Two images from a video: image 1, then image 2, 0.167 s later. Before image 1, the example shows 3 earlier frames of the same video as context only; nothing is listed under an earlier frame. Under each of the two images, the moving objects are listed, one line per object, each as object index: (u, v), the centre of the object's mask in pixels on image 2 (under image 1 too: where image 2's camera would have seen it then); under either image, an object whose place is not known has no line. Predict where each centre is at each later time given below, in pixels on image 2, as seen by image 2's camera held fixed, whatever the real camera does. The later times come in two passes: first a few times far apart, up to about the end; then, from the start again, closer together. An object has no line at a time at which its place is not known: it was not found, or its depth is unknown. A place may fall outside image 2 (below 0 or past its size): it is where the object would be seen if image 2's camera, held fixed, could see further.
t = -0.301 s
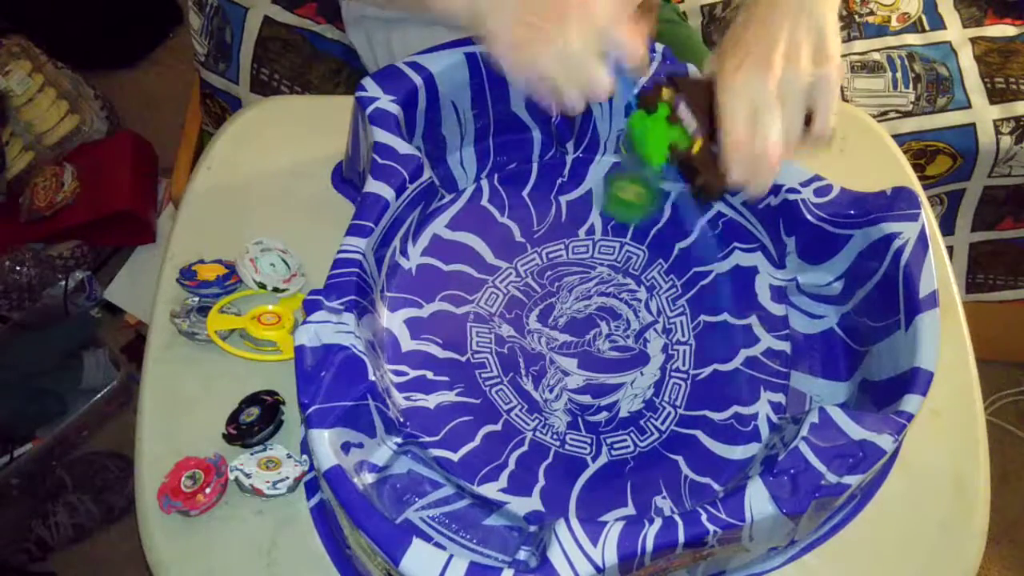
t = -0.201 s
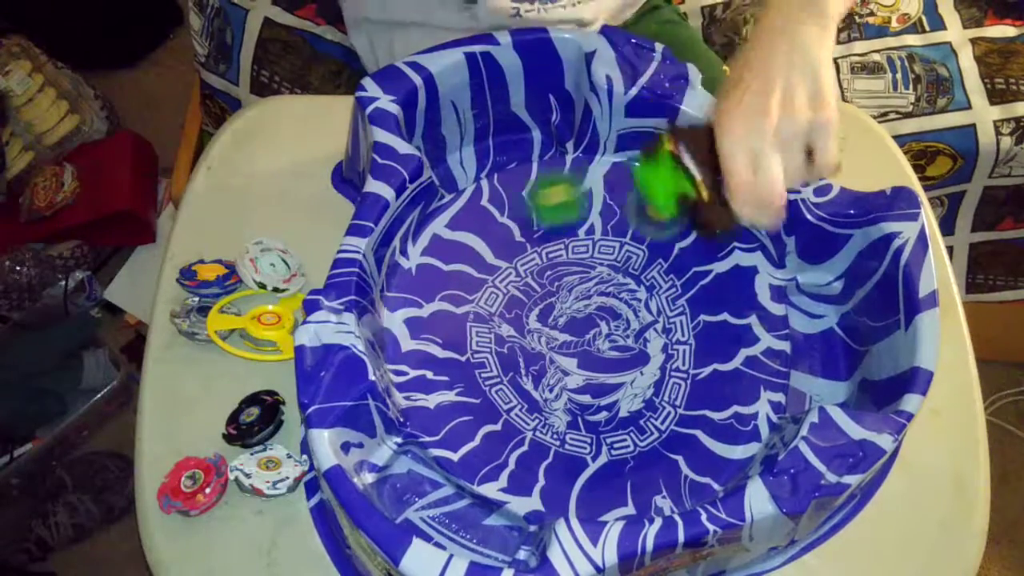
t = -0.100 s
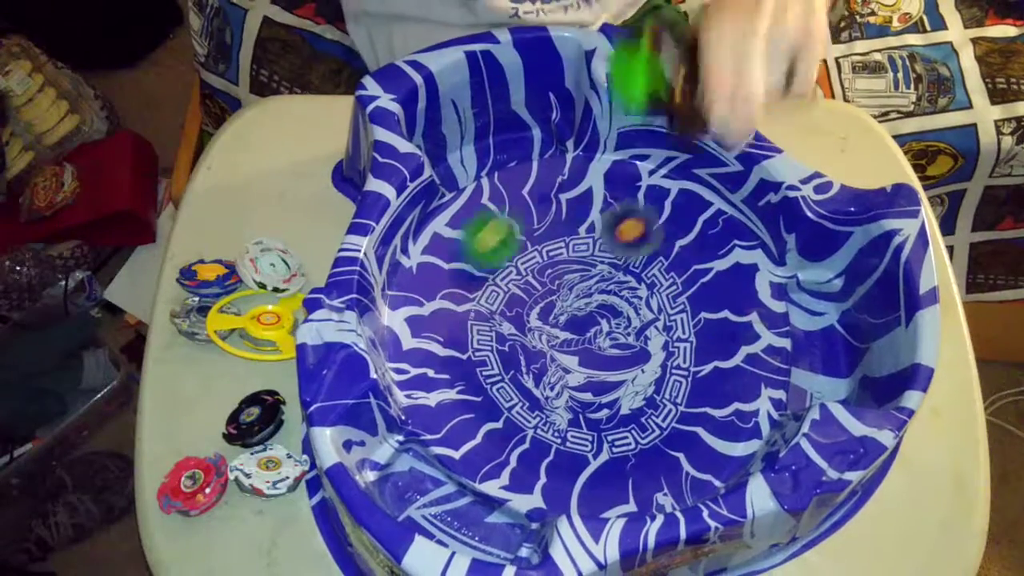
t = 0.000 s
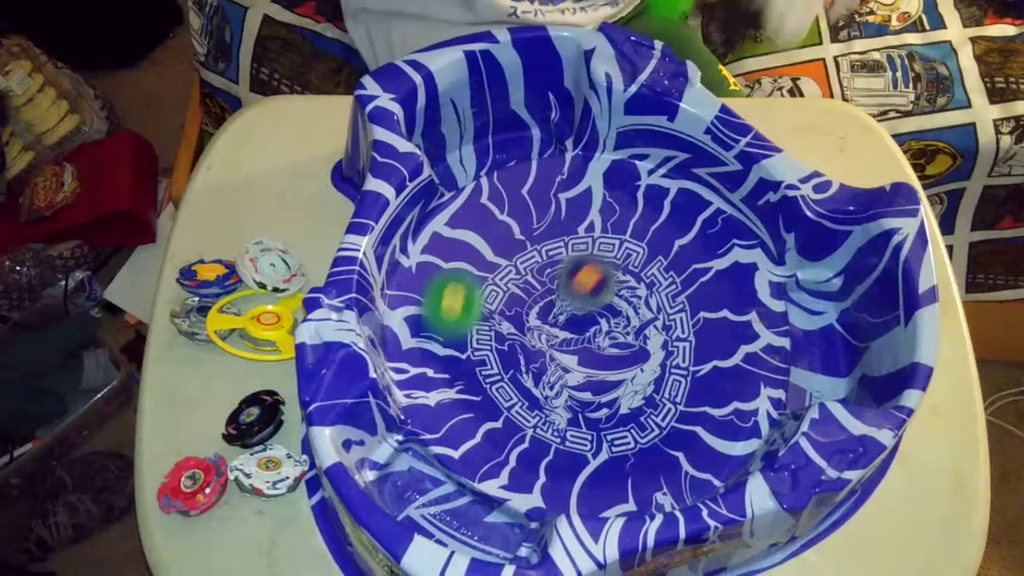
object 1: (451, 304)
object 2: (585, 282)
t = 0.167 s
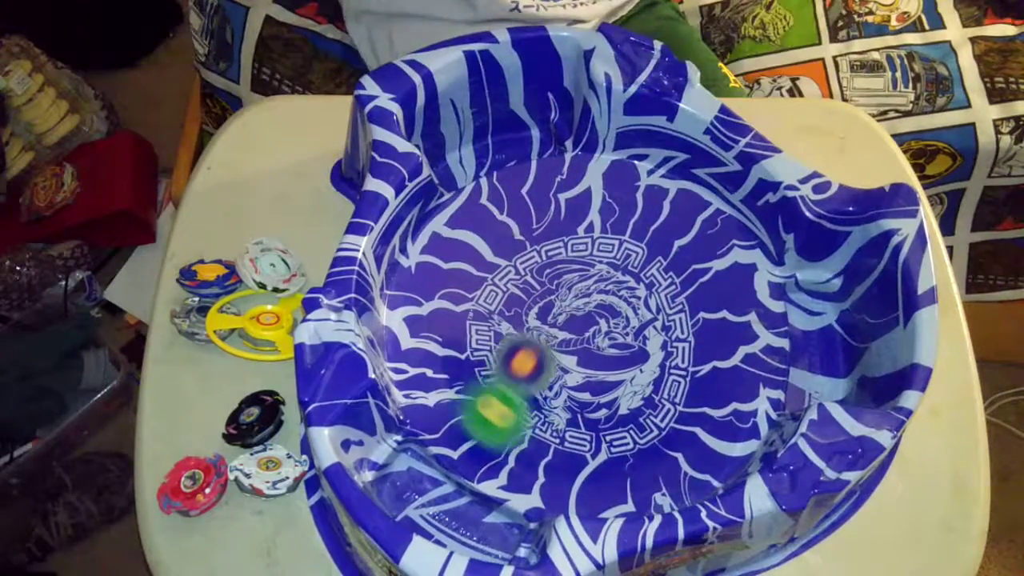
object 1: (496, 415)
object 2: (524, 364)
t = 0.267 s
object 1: (571, 455)
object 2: (517, 379)
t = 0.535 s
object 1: (716, 360)
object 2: (579, 305)
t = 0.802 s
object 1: (704, 241)
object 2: (550, 219)
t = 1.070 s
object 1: (569, 233)
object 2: (526, 308)
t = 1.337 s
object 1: (520, 370)
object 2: (631, 418)
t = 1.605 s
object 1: (583, 405)
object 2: (662, 348)
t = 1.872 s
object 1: (615, 351)
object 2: (572, 261)
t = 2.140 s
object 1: (527, 345)
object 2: (543, 281)
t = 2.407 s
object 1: (523, 390)
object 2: (598, 331)
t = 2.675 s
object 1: (538, 356)
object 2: (708, 325)
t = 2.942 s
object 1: (522, 316)
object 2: (606, 300)
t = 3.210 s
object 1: (463, 294)
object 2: (598, 320)
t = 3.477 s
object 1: (504, 317)
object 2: (590, 320)
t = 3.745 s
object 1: (516, 303)
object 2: (695, 309)
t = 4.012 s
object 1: (549, 291)
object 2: (614, 324)
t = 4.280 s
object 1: (556, 269)
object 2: (570, 379)
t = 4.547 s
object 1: (591, 283)
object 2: (583, 353)
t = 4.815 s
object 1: (648, 254)
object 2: (556, 404)
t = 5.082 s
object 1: (627, 289)
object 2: (583, 347)
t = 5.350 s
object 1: (713, 234)
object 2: (410, 476)
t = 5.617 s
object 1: (651, 285)
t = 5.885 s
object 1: (584, 344)
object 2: (495, 299)
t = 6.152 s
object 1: (549, 377)
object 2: (607, 236)
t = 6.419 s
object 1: (534, 371)
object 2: (653, 296)
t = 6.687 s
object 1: (528, 338)
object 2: (605, 350)
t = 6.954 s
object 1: (543, 300)
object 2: (615, 380)
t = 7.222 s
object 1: (571, 281)
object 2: (629, 388)
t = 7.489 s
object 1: (609, 285)
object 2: (591, 350)
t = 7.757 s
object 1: (635, 308)
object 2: (543, 314)
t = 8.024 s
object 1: (637, 343)
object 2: (525, 288)
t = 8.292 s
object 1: (611, 370)
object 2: (564, 298)
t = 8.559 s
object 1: (571, 373)
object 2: (620, 309)
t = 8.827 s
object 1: (543, 352)
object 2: (649, 319)
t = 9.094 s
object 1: (534, 318)
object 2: (608, 329)
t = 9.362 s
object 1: (556, 289)
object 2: (587, 379)
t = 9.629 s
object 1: (600, 282)
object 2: (592, 383)
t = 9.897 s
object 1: (630, 304)
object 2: (569, 339)
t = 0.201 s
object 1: (518, 429)
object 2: (519, 369)
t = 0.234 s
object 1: (544, 447)
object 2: (516, 378)
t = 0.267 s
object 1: (571, 455)
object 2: (517, 379)
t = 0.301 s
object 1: (599, 459)
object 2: (518, 379)
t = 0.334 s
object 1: (626, 455)
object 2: (524, 373)
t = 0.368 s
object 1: (649, 449)
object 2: (530, 367)
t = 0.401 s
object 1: (671, 437)
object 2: (536, 357)
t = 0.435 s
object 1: (689, 421)
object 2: (549, 343)
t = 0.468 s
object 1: (703, 401)
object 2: (557, 330)
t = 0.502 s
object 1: (711, 380)
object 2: (568, 318)
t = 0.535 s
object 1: (716, 360)
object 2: (579, 305)
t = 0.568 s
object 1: (715, 337)
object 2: (590, 292)
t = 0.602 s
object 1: (713, 315)
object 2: (605, 280)
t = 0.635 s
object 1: (706, 294)
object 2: (618, 270)
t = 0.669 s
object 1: (695, 274)
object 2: (627, 260)
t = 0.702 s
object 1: (704, 264)
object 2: (610, 246)
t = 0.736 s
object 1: (710, 257)
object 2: (586, 231)
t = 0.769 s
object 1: (710, 247)
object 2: (568, 224)
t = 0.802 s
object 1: (704, 241)
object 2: (550, 219)
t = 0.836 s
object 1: (695, 233)
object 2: (533, 218)
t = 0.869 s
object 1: (683, 228)
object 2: (520, 222)
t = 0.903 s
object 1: (669, 222)
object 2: (510, 230)
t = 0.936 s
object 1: (651, 218)
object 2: (505, 240)
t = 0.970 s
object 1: (632, 216)
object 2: (504, 252)
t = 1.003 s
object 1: (611, 218)
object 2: (508, 268)
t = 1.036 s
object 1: (589, 224)
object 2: (515, 289)
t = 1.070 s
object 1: (569, 233)
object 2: (526, 308)
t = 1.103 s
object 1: (550, 246)
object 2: (538, 327)
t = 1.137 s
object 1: (537, 262)
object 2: (554, 344)
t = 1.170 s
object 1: (524, 281)
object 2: (569, 364)
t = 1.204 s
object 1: (515, 300)
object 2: (584, 382)
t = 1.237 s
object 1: (511, 318)
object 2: (600, 398)
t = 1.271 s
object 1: (511, 337)
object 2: (610, 406)
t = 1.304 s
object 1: (514, 354)
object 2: (622, 414)
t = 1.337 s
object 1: (520, 370)
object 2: (631, 418)
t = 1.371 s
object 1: (532, 384)
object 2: (635, 418)
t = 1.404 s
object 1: (545, 398)
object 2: (637, 416)
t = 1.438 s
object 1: (561, 408)
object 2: (638, 410)
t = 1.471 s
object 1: (568, 412)
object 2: (643, 403)
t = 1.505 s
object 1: (569, 413)
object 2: (654, 390)
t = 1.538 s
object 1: (570, 412)
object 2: (660, 378)
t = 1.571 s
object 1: (575, 409)
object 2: (664, 363)
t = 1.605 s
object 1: (583, 405)
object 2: (662, 348)
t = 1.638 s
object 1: (591, 401)
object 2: (656, 334)
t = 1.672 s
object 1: (599, 394)
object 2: (646, 320)
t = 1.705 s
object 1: (607, 386)
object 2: (636, 308)
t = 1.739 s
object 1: (615, 380)
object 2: (625, 296)
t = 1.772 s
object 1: (618, 370)
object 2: (612, 285)
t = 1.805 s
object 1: (620, 363)
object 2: (599, 275)
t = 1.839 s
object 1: (618, 356)
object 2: (585, 268)
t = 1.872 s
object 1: (615, 351)
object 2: (572, 261)
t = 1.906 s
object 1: (607, 345)
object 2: (562, 258)
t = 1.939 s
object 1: (598, 342)
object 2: (553, 259)
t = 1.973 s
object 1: (587, 338)
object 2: (545, 262)
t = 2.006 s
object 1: (576, 336)
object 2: (540, 267)
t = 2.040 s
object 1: (563, 336)
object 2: (539, 276)
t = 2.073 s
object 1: (551, 339)
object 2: (538, 279)
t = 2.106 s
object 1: (539, 343)
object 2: (540, 279)
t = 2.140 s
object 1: (527, 345)
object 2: (543, 281)
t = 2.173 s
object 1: (519, 347)
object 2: (548, 285)
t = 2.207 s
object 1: (510, 353)
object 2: (556, 289)
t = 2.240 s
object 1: (505, 358)
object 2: (563, 296)
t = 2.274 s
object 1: (502, 365)
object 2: (570, 302)
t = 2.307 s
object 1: (501, 373)
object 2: (578, 308)
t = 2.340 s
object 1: (505, 380)
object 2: (585, 315)
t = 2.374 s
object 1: (513, 387)
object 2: (592, 323)
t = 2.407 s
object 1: (523, 390)
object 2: (598, 331)
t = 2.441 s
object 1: (534, 390)
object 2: (604, 337)
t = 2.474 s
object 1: (545, 387)
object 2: (610, 345)
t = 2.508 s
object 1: (549, 382)
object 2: (617, 352)
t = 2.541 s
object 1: (543, 379)
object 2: (644, 348)
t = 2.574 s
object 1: (539, 374)
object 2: (670, 344)
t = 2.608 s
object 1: (538, 369)
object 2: (688, 338)
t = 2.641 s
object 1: (538, 361)
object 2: (701, 331)
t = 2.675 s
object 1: (538, 356)
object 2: (708, 325)
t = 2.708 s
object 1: (538, 350)
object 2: (710, 320)
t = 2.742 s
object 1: (537, 345)
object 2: (708, 315)
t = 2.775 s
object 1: (535, 338)
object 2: (700, 311)
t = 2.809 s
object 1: (532, 333)
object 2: (689, 308)
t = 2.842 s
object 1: (529, 327)
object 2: (672, 305)
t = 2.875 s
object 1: (527, 323)
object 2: (650, 303)
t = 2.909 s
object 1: (525, 319)
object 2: (629, 302)
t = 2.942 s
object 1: (522, 316)
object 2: (606, 300)
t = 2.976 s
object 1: (518, 312)
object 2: (588, 300)
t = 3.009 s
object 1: (502, 304)
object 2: (589, 301)
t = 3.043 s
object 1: (487, 296)
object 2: (591, 306)
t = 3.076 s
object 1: (477, 292)
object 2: (594, 311)
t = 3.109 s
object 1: (472, 290)
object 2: (596, 315)
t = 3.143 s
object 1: (469, 291)
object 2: (597, 317)
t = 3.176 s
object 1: (465, 293)
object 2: (598, 319)
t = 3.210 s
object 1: (463, 294)
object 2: (598, 320)
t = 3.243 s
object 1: (463, 296)
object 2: (597, 322)
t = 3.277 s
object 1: (463, 301)
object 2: (596, 322)
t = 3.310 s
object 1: (464, 305)
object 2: (595, 323)
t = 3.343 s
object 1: (469, 309)
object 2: (594, 323)
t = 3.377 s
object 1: (476, 312)
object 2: (593, 323)
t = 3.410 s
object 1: (484, 315)
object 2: (592, 322)
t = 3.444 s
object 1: (494, 316)
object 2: (591, 321)
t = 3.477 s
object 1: (504, 317)
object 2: (590, 320)
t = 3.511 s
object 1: (516, 317)
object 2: (589, 318)
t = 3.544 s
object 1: (523, 316)
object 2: (590, 317)
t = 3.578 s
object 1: (519, 313)
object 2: (610, 315)
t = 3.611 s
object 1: (514, 309)
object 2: (633, 314)
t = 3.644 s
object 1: (513, 308)
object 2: (656, 311)
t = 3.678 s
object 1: (513, 306)
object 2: (673, 310)
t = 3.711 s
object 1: (515, 304)
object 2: (685, 309)
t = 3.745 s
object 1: (516, 303)
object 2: (695, 309)
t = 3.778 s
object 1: (519, 301)
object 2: (697, 308)
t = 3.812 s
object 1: (524, 300)
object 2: (698, 309)
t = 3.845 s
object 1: (527, 298)
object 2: (693, 311)
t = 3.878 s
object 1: (530, 296)
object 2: (684, 313)
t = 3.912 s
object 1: (535, 295)
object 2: (671, 316)
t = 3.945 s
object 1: (538, 294)
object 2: (653, 319)
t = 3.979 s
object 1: (545, 293)
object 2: (634, 322)
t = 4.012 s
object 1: (549, 291)
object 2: (614, 324)
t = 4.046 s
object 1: (549, 282)
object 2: (605, 331)
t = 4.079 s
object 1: (549, 275)
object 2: (598, 338)
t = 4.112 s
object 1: (550, 272)
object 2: (592, 347)
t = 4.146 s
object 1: (551, 270)
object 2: (586, 356)
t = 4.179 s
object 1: (552, 269)
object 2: (581, 363)
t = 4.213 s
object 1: (553, 268)
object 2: (577, 370)
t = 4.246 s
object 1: (554, 269)
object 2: (572, 376)
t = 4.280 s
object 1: (556, 269)
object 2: (570, 379)
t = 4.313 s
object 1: (558, 269)
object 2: (569, 380)
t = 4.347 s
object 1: (562, 272)
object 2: (569, 380)
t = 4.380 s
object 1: (565, 274)
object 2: (569, 379)
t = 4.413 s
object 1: (568, 276)
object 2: (570, 376)
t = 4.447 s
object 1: (573, 279)
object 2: (572, 370)
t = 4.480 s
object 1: (577, 280)
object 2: (575, 365)
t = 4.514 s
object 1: (584, 281)
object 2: (579, 360)
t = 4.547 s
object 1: (591, 283)
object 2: (583, 353)
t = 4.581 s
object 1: (597, 284)
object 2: (586, 347)
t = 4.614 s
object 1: (609, 278)
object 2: (583, 352)
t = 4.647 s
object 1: (622, 268)
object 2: (573, 369)
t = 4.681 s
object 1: (634, 260)
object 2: (569, 378)
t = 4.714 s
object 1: (642, 256)
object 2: (563, 392)
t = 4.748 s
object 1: (645, 254)
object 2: (559, 398)
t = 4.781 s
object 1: (648, 254)
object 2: (557, 403)
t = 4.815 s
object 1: (648, 254)
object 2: (556, 404)
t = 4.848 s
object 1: (647, 256)
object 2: (557, 404)
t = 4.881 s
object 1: (645, 258)
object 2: (559, 401)
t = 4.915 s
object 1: (643, 262)
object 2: (561, 395)
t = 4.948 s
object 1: (640, 266)
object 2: (567, 386)
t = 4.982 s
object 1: (636, 272)
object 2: (571, 376)
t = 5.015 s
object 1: (632, 279)
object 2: (577, 366)
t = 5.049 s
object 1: (628, 285)
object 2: (583, 355)
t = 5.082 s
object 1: (627, 289)
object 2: (583, 347)
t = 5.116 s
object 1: (649, 273)
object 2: (555, 364)
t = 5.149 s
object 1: (673, 257)
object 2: (523, 381)
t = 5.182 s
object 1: (689, 245)
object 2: (493, 397)
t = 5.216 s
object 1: (700, 239)
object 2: (466, 410)
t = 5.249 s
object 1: (708, 235)
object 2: (445, 421)
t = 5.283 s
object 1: (712, 233)
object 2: (430, 429)
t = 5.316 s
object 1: (713, 234)
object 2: (429, 444)
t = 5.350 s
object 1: (713, 234)
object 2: (410, 476)
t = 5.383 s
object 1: (711, 237)
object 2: (413, 486)
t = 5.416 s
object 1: (709, 241)
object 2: (445, 509)
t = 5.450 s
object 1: (703, 246)
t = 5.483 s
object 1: (697, 253)
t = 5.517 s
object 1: (686, 260)
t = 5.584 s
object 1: (663, 277)
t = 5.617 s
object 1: (651, 285)
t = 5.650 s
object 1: (639, 295)
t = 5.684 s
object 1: (626, 304)
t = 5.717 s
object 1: (617, 312)
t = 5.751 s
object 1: (608, 319)
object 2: (458, 370)
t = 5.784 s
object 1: (600, 325)
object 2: (462, 351)
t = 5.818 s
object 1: (595, 332)
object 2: (473, 334)
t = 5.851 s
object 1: (591, 338)
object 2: (482, 315)
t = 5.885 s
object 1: (584, 344)
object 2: (495, 299)
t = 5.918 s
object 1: (579, 350)
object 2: (507, 283)
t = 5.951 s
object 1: (575, 356)
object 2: (522, 267)
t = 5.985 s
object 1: (570, 361)
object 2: (536, 256)
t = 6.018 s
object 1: (564, 365)
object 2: (551, 248)
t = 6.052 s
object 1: (557, 370)
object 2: (565, 240)
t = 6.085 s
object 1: (555, 372)
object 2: (579, 235)
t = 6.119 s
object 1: (552, 374)
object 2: (593, 233)
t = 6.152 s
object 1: (549, 377)
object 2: (607, 236)
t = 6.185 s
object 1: (548, 378)
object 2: (619, 240)
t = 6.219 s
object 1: (546, 378)
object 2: (630, 245)
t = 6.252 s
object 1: (544, 378)
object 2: (639, 251)
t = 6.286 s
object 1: (541, 378)
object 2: (644, 258)
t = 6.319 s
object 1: (539, 377)
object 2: (649, 268)
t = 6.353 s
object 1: (538, 375)
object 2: (652, 278)
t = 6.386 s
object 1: (535, 372)
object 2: (653, 288)
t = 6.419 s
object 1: (534, 371)
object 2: (653, 296)
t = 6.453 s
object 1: (533, 368)
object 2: (648, 305)
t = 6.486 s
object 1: (532, 365)
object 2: (640, 316)
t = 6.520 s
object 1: (531, 360)
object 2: (635, 323)
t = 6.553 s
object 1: (529, 355)
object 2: (627, 332)
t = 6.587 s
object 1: (528, 351)
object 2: (620, 337)
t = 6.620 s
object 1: (527, 347)
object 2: (615, 342)
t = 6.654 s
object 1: (527, 342)
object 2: (609, 347)
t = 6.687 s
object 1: (528, 338)
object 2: (605, 350)
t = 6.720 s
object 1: (529, 332)
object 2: (602, 352)
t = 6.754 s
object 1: (530, 329)
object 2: (601, 356)
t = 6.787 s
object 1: (533, 325)
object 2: (600, 360)
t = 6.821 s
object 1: (535, 320)
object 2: (603, 363)
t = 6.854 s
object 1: (537, 314)
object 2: (606, 366)
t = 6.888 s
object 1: (538, 310)
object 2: (608, 370)
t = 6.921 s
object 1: (541, 305)
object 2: (611, 376)
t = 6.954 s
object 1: (543, 300)
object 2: (615, 380)
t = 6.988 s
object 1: (546, 295)
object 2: (618, 382)
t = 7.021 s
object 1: (549, 292)
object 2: (620, 384)
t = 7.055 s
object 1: (552, 288)
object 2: (623, 386)
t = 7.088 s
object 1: (555, 287)
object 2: (626, 387)
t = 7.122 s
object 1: (559, 284)
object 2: (628, 389)
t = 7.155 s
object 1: (563, 283)
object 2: (628, 389)
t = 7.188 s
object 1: (567, 282)
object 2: (629, 389)
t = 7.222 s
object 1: (571, 281)
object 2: (629, 388)
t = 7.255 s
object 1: (575, 280)
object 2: (627, 386)
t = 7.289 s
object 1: (580, 280)
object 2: (625, 383)
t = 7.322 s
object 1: (584, 280)
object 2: (621, 377)
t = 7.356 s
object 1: (590, 280)
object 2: (616, 371)
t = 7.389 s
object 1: (596, 280)
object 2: (610, 364)
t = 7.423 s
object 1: (600, 281)
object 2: (605, 361)
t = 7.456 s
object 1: (604, 283)
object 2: (597, 355)
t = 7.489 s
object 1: (609, 285)
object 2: (591, 350)
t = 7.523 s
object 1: (613, 287)
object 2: (583, 347)
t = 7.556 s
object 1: (617, 288)
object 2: (577, 342)
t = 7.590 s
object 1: (621, 291)
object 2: (572, 338)
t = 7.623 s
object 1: (623, 293)
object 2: (564, 332)
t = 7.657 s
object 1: (627, 297)
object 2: (558, 328)
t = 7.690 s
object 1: (629, 300)
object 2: (553, 324)
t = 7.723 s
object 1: (632, 304)
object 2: (547, 318)
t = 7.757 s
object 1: (635, 308)
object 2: (543, 314)
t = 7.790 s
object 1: (636, 311)
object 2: (539, 307)
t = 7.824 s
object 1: (637, 315)
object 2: (535, 301)
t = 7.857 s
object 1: (639, 320)
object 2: (532, 298)
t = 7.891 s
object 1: (639, 324)
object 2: (528, 295)
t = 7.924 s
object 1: (639, 329)
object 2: (527, 292)
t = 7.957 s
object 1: (638, 334)
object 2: (525, 290)
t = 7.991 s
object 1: (637, 339)
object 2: (525, 289)
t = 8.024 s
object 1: (637, 343)
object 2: (525, 288)
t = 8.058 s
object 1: (634, 348)
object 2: (525, 288)
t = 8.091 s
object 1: (633, 352)
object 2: (528, 290)
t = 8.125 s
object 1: (630, 356)
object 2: (534, 293)
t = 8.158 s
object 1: (626, 360)
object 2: (537, 294)
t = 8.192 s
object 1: (622, 364)
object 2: (543, 295)
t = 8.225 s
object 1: (618, 367)
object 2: (549, 297)
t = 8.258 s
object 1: (615, 369)
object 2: (557, 295)
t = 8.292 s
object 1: (611, 370)
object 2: (564, 298)
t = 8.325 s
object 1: (606, 372)
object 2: (571, 299)
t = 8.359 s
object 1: (601, 375)
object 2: (580, 300)
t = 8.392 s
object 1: (597, 375)
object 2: (584, 300)
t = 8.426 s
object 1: (592, 376)
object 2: (590, 302)
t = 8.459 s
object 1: (587, 375)
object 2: (599, 304)
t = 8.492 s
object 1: (581, 375)
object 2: (607, 306)
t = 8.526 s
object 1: (576, 374)
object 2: (614, 307)
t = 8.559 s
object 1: (571, 373)
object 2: (620, 309)
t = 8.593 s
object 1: (567, 372)
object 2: (625, 311)
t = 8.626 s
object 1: (563, 370)
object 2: (631, 314)
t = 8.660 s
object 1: (558, 366)
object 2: (638, 318)
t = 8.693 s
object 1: (554, 365)
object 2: (643, 319)
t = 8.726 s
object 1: (552, 362)
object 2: (646, 321)
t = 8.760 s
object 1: (548, 359)
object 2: (648, 320)
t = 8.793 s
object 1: (545, 355)
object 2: (649, 319)
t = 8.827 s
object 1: (543, 352)
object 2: (649, 319)
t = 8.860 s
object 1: (540, 348)
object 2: (648, 318)
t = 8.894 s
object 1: (538, 344)
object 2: (643, 317)
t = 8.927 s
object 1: (536, 340)
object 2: (638, 317)
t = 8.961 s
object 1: (534, 335)
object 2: (633, 318)
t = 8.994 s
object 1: (533, 331)
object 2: (625, 320)
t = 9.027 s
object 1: (533, 327)
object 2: (618, 325)
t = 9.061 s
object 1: (534, 322)
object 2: (613, 327)
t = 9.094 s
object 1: (534, 318)
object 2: (608, 329)
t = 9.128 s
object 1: (536, 314)
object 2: (601, 332)
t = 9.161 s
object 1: (537, 309)
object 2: (595, 338)
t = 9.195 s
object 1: (537, 304)
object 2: (590, 342)
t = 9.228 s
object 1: (538, 298)
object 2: (587, 353)
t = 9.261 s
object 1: (541, 294)
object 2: (587, 360)
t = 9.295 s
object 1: (545, 292)
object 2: (587, 369)
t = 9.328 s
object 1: (551, 291)
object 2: (587, 375)
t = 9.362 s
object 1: (556, 289)
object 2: (587, 379)
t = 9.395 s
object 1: (562, 287)
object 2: (587, 383)
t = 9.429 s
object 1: (567, 285)
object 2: (589, 387)
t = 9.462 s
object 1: (572, 284)
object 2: (589, 388)
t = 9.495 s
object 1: (577, 282)
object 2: (590, 390)
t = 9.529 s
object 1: (583, 283)
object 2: (590, 390)
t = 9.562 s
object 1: (589, 282)
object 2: (590, 389)
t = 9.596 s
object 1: (595, 281)
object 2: (592, 387)
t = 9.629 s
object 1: (600, 282)
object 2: (592, 383)
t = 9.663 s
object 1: (605, 284)
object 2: (590, 378)
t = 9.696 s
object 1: (610, 285)
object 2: (588, 371)
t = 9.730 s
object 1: (614, 288)
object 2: (586, 366)
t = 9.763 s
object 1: (617, 289)
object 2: (582, 362)
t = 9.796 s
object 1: (622, 293)
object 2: (578, 356)
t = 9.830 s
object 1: (626, 296)
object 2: (574, 349)
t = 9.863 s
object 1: (628, 299)
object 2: (572, 345)
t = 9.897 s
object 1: (630, 304)
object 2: (569, 339)
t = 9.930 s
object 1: (633, 308)
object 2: (566, 334)
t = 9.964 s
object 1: (634, 310)
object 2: (564, 329)
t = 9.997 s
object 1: (636, 316)
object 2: (563, 321)
